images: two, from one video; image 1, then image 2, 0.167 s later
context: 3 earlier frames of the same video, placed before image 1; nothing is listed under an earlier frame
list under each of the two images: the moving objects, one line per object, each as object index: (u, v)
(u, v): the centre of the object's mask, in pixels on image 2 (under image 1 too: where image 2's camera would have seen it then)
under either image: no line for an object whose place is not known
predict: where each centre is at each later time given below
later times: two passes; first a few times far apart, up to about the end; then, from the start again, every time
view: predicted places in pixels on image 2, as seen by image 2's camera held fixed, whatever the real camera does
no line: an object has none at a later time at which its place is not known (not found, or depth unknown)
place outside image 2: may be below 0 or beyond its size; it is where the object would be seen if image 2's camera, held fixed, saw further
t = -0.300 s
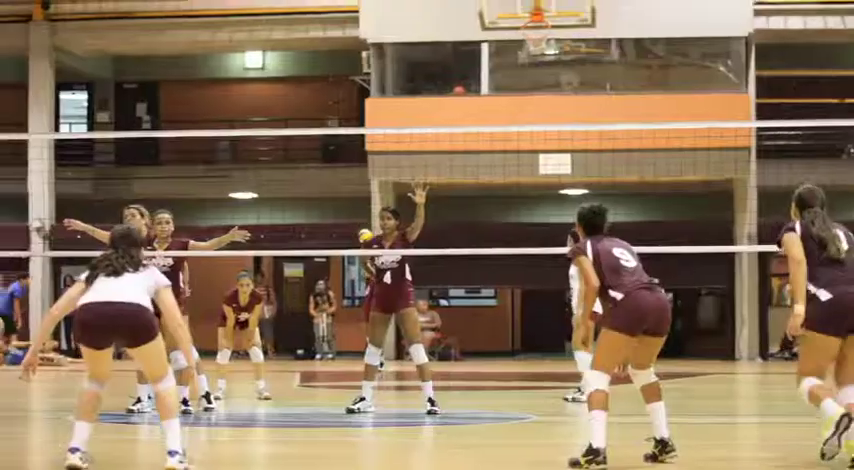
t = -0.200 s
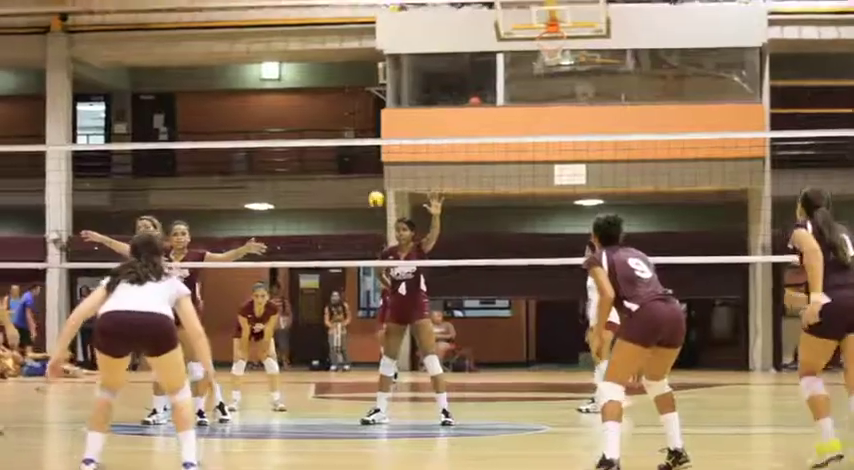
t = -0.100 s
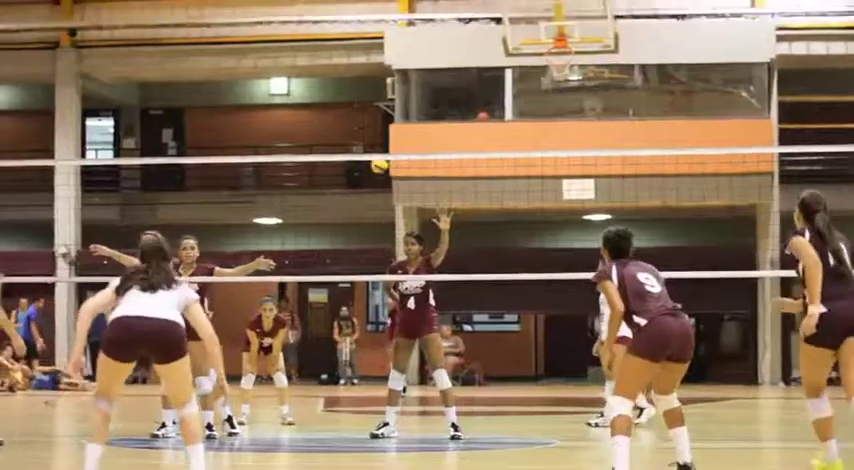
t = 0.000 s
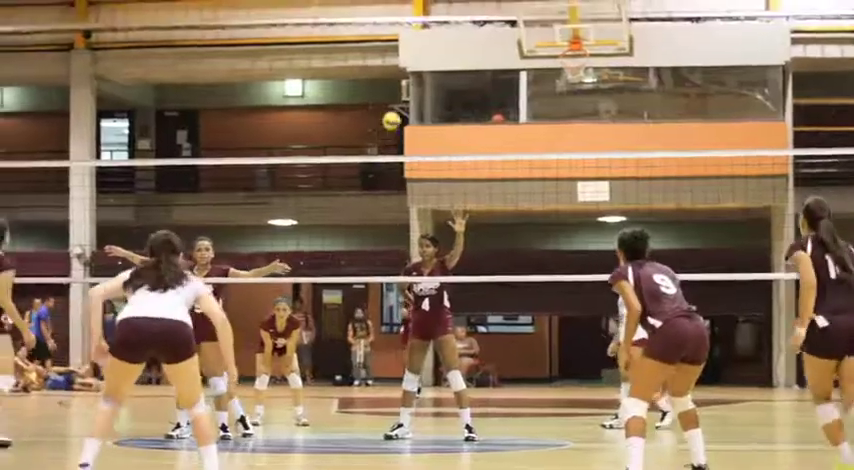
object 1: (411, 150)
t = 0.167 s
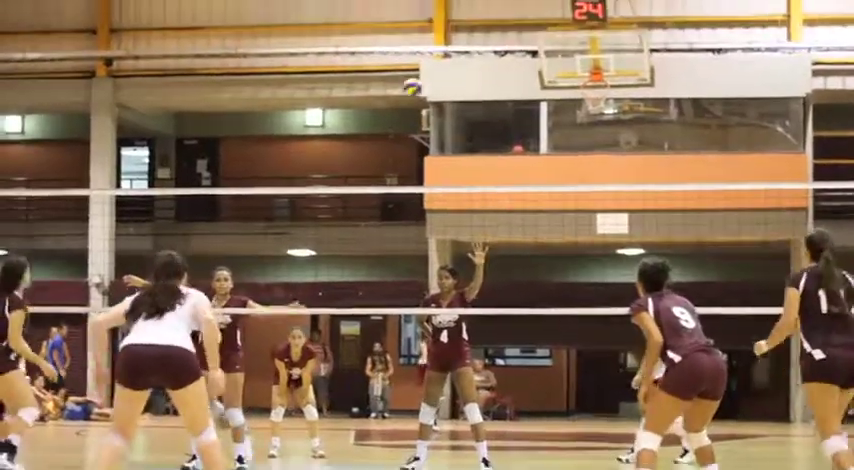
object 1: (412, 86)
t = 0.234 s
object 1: (414, 68)
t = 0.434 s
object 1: (424, 20)
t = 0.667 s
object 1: (443, 17)
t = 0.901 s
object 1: (479, 87)
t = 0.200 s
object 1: (413, 76)
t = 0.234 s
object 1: (414, 68)
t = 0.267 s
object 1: (414, 58)
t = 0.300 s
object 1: (416, 48)
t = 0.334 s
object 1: (416, 40)
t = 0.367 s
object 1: (419, 31)
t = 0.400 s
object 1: (422, 25)
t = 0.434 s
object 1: (424, 20)
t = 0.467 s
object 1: (425, 16)
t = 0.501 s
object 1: (428, 14)
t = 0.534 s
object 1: (431, 13)
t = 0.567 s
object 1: (434, 12)
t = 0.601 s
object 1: (437, 12)
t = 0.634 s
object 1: (440, 14)
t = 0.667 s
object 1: (443, 17)
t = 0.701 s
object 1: (447, 20)
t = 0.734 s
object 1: (451, 26)
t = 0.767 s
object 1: (456, 34)
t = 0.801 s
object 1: (460, 44)
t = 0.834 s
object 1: (466, 57)
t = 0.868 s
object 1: (472, 69)
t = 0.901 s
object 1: (479, 87)
